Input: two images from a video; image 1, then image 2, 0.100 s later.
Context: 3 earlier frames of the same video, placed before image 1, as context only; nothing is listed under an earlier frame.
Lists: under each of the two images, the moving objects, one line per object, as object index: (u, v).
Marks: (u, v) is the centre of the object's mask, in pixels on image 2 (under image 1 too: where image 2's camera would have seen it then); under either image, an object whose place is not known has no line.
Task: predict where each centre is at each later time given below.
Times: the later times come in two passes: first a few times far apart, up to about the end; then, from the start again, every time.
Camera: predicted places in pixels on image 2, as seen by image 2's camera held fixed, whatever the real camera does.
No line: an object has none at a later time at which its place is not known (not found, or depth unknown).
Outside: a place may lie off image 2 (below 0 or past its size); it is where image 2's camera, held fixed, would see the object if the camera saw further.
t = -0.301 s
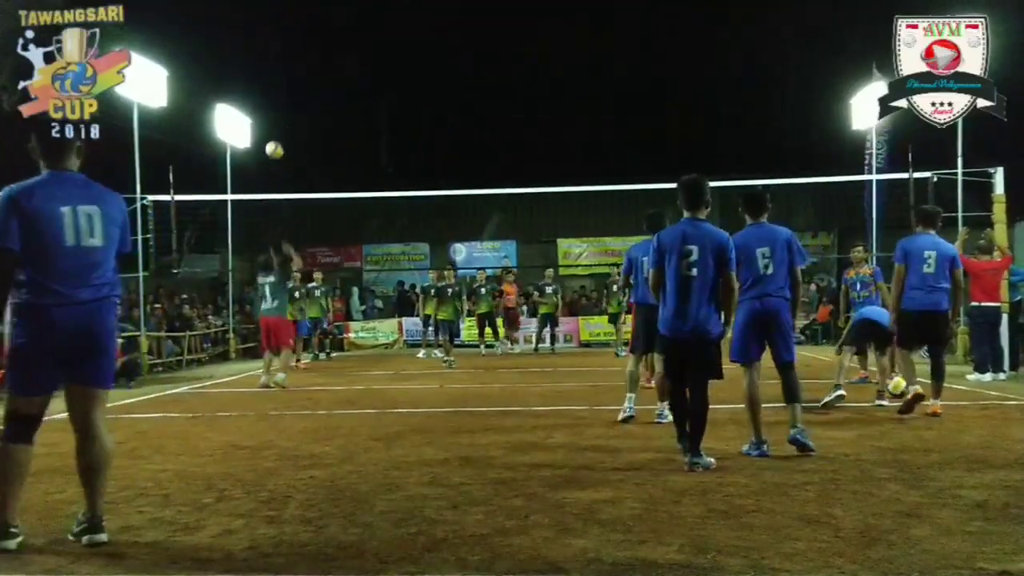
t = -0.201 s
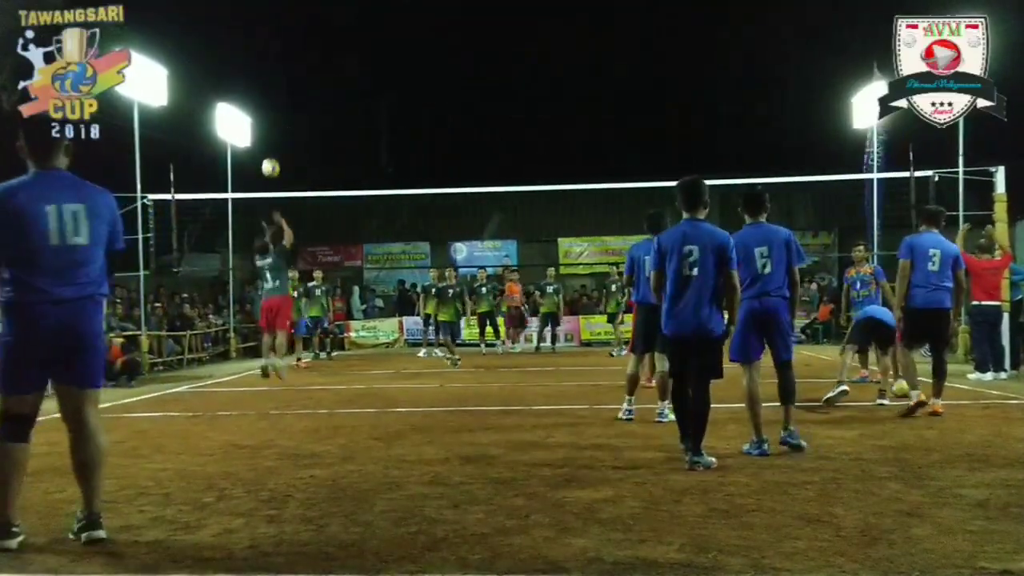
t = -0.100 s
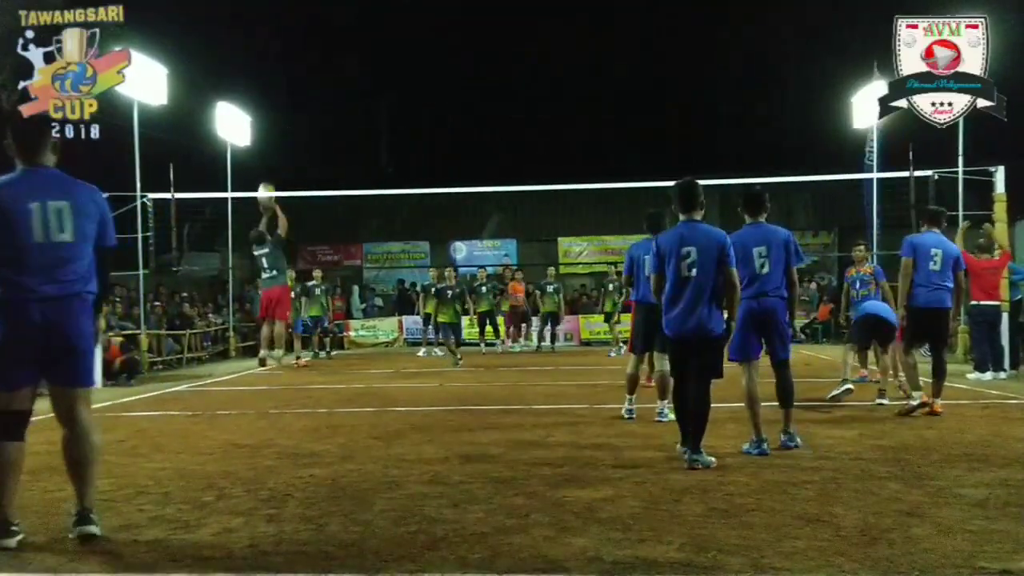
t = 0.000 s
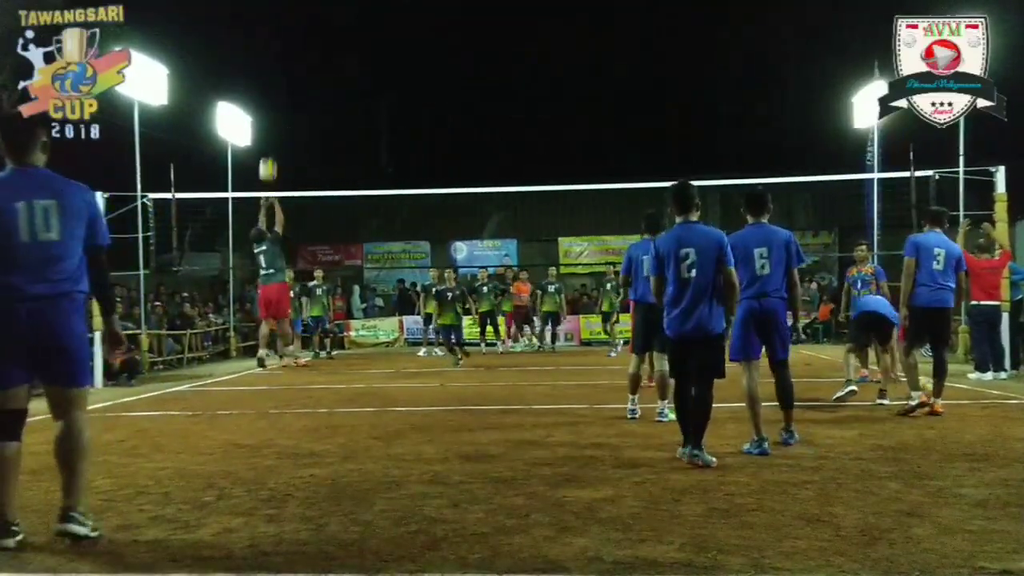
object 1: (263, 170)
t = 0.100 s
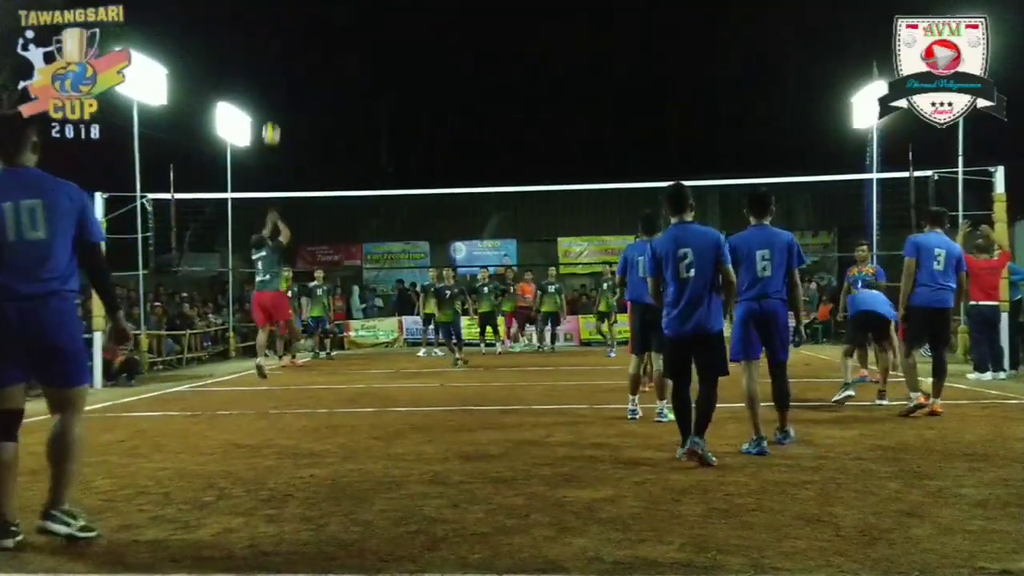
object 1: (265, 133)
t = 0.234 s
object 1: (270, 97)
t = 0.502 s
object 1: (284, 66)
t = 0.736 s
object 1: (298, 85)
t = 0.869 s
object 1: (306, 113)
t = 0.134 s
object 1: (265, 123)
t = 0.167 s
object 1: (267, 112)
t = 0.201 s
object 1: (269, 104)
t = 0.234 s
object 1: (270, 97)
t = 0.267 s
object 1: (271, 91)
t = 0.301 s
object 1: (273, 84)
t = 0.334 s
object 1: (275, 78)
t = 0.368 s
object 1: (276, 74)
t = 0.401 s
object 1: (279, 71)
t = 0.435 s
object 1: (281, 69)
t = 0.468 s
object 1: (283, 66)
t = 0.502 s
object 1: (284, 66)
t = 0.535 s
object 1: (286, 66)
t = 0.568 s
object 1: (289, 67)
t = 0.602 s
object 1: (296, 70)
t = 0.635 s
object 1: (297, 73)
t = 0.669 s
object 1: (293, 75)
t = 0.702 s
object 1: (297, 80)
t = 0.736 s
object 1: (298, 85)
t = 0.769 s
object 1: (299, 91)
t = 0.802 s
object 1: (303, 97)
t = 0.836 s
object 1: (304, 105)
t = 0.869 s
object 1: (306, 113)
